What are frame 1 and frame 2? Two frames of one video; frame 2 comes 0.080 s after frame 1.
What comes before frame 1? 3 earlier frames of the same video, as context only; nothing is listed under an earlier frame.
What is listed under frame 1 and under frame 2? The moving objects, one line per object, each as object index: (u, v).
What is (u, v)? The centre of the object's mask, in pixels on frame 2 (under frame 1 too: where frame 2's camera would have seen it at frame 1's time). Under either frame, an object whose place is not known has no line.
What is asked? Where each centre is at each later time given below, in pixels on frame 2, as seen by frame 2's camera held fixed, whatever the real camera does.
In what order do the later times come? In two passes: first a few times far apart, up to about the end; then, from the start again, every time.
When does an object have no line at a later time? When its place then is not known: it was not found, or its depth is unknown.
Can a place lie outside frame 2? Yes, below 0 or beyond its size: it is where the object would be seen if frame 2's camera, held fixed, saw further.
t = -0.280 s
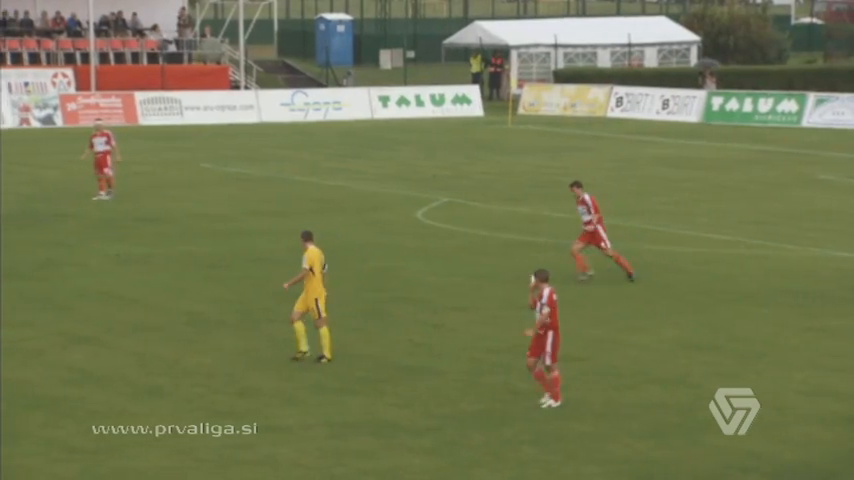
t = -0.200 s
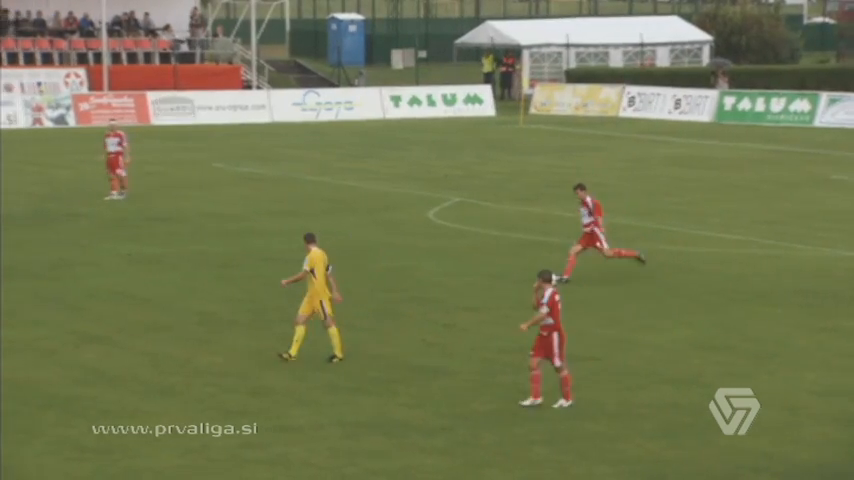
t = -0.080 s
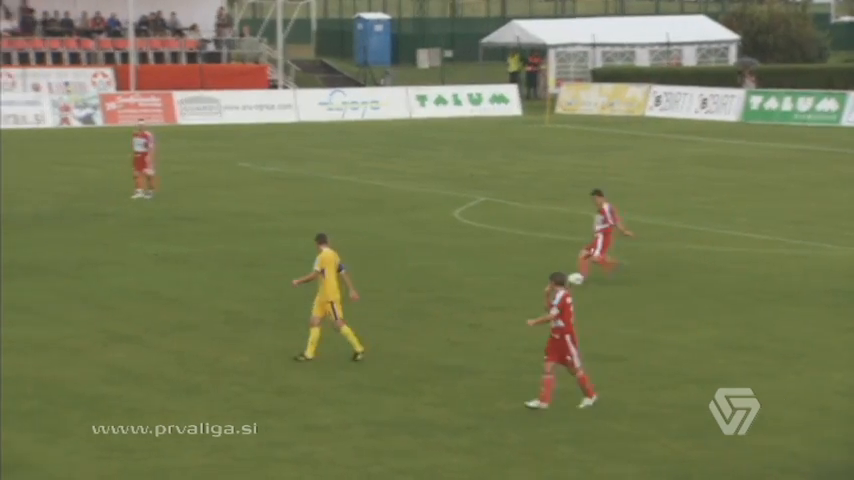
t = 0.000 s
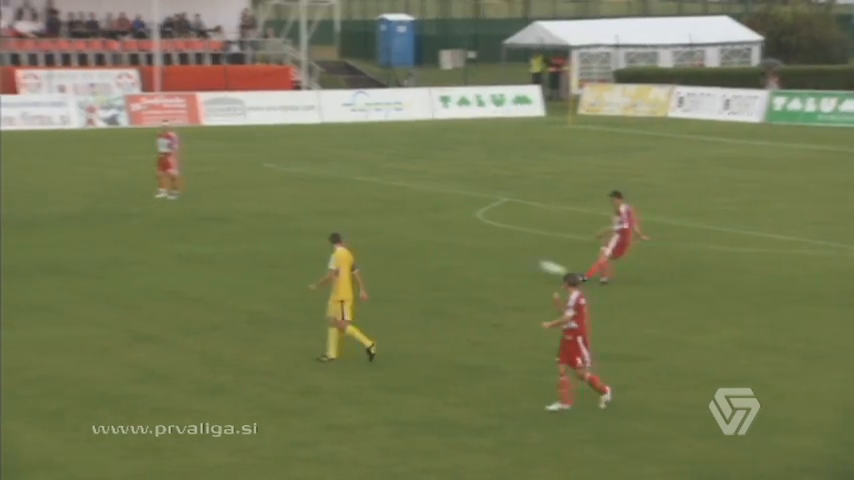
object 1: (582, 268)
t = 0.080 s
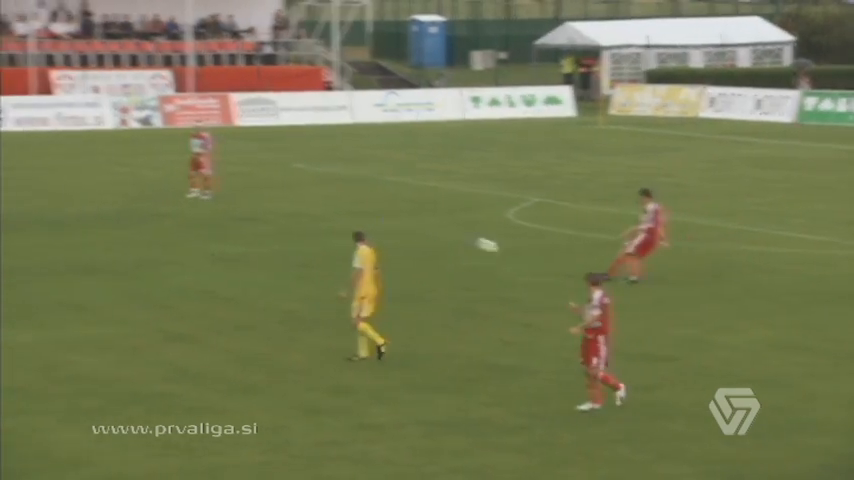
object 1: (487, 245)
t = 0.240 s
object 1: (317, 207)
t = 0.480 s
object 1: (103, 176)
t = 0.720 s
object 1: (-74, 169)
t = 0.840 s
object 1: (-153, 174)
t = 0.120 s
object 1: (442, 235)
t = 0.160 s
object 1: (398, 224)
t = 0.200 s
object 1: (357, 216)
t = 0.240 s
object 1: (317, 207)
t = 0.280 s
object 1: (278, 200)
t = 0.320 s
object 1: (241, 194)
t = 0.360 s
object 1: (205, 188)
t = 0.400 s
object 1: (170, 183)
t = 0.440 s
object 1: (136, 179)
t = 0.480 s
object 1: (103, 176)
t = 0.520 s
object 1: (72, 173)
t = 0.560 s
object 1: (41, 172)
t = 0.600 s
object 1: (11, 170)
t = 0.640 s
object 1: (-18, 170)
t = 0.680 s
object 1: (-46, 169)
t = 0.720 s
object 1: (-74, 169)
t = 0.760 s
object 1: (-101, 170)
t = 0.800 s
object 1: (-127, 172)
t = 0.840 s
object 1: (-153, 174)
